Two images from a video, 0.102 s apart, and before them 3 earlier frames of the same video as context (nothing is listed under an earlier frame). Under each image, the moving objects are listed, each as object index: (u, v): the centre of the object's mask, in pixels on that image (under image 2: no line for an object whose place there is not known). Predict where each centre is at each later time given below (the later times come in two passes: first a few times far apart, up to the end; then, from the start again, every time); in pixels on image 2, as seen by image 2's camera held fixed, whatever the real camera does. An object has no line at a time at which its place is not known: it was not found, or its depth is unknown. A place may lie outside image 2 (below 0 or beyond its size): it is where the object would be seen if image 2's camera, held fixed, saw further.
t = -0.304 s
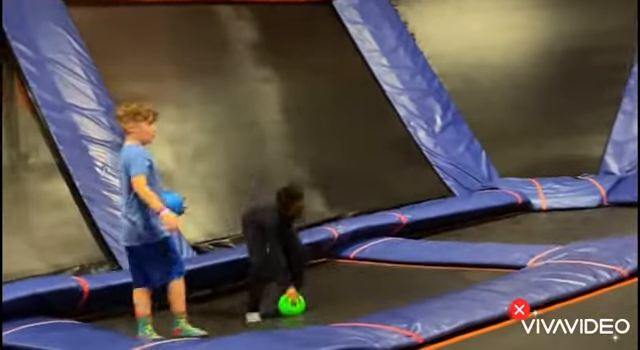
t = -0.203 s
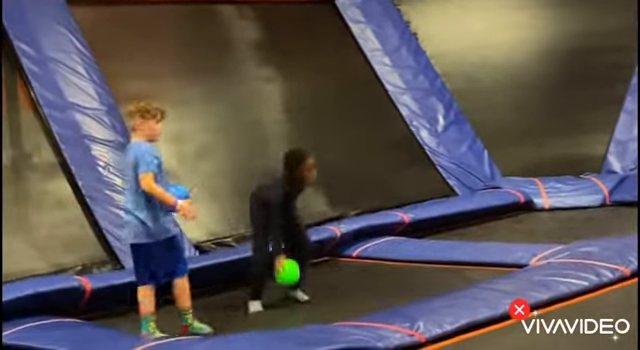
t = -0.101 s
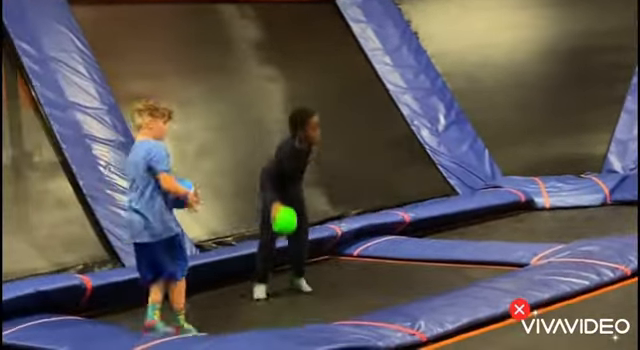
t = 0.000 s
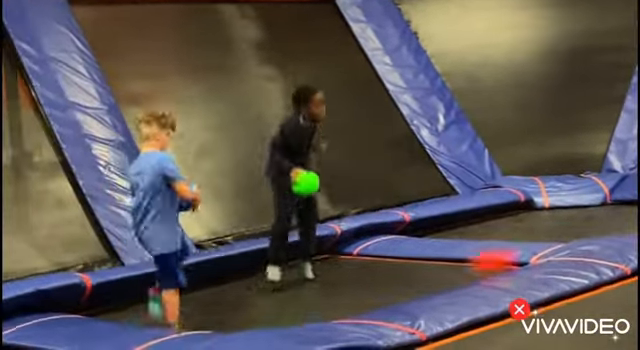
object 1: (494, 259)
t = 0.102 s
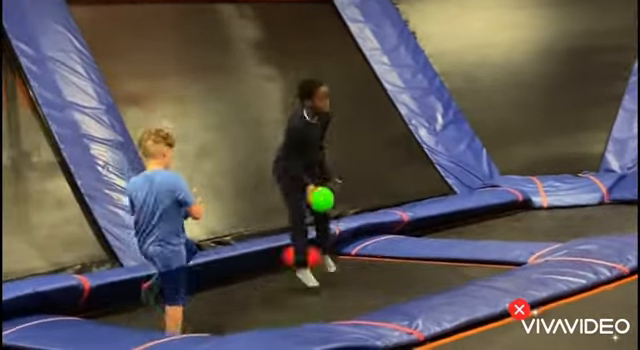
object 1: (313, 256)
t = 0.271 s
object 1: (231, 232)
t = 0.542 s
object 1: (263, 235)
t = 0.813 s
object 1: (293, 296)
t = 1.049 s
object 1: (302, 307)
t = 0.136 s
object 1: (262, 258)
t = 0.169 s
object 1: (226, 258)
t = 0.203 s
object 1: (223, 248)
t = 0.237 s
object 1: (227, 239)
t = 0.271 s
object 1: (231, 232)
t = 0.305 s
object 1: (236, 226)
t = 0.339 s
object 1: (239, 222)
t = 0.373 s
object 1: (242, 221)
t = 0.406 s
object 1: (246, 219)
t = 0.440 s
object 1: (248, 221)
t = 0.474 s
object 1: (252, 223)
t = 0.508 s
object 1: (257, 228)
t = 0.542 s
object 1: (263, 235)
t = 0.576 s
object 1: (268, 245)
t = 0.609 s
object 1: (273, 257)
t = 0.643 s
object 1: (278, 271)
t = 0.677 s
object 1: (283, 285)
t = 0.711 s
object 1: (290, 303)
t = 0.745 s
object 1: (293, 312)
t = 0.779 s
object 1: (293, 303)
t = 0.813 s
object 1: (293, 296)
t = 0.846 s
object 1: (294, 293)
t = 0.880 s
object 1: (295, 290)
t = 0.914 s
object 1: (296, 290)
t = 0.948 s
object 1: (296, 291)
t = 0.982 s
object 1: (298, 294)
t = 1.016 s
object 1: (300, 300)
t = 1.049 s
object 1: (302, 307)
